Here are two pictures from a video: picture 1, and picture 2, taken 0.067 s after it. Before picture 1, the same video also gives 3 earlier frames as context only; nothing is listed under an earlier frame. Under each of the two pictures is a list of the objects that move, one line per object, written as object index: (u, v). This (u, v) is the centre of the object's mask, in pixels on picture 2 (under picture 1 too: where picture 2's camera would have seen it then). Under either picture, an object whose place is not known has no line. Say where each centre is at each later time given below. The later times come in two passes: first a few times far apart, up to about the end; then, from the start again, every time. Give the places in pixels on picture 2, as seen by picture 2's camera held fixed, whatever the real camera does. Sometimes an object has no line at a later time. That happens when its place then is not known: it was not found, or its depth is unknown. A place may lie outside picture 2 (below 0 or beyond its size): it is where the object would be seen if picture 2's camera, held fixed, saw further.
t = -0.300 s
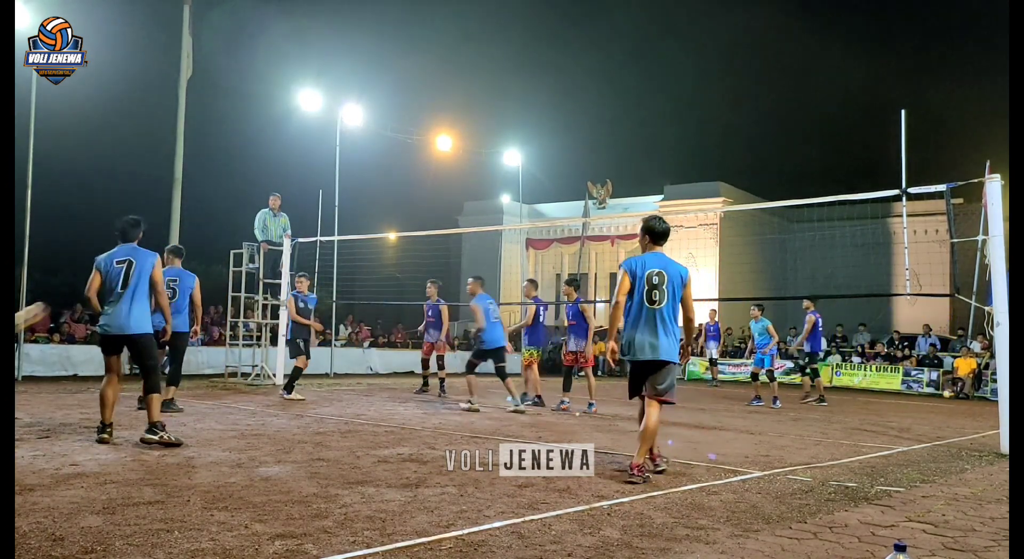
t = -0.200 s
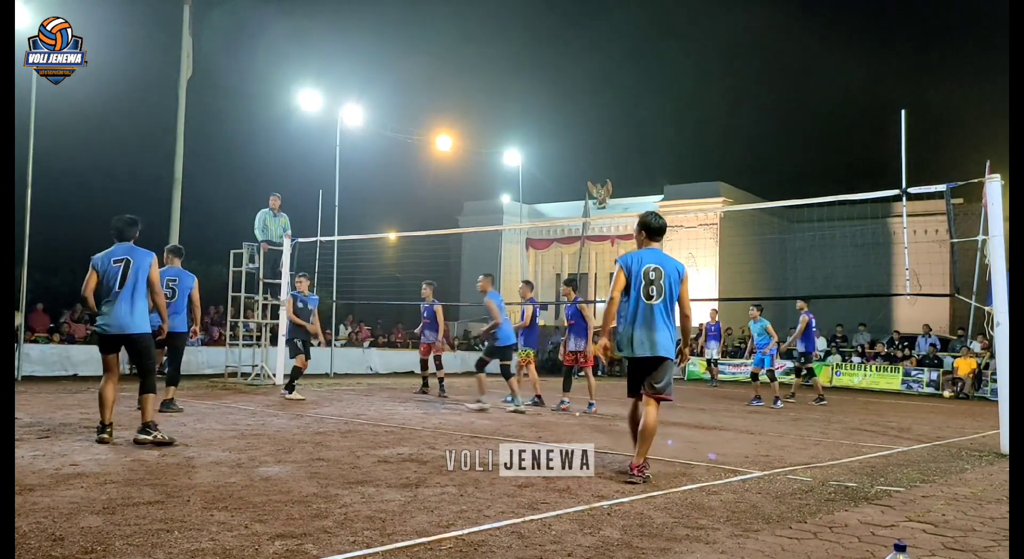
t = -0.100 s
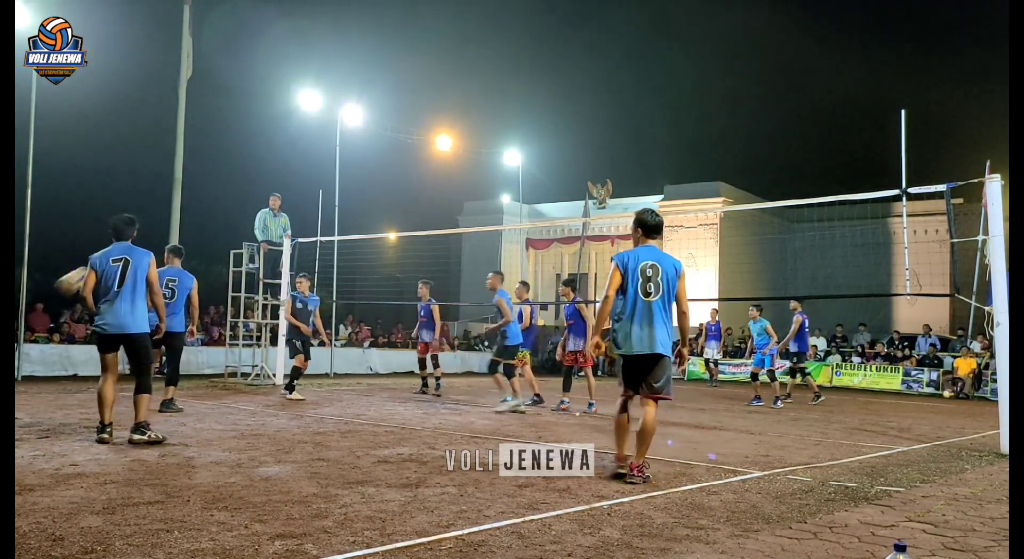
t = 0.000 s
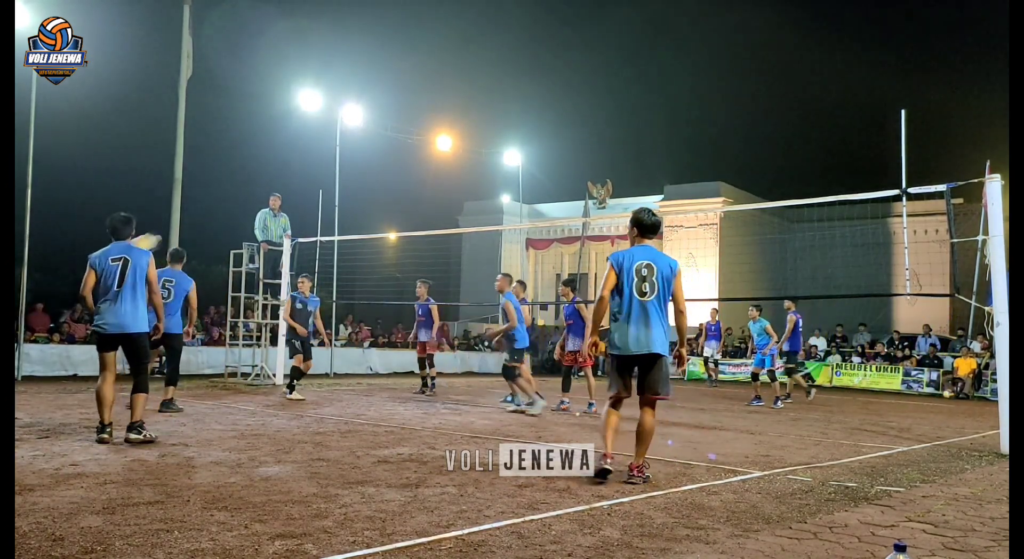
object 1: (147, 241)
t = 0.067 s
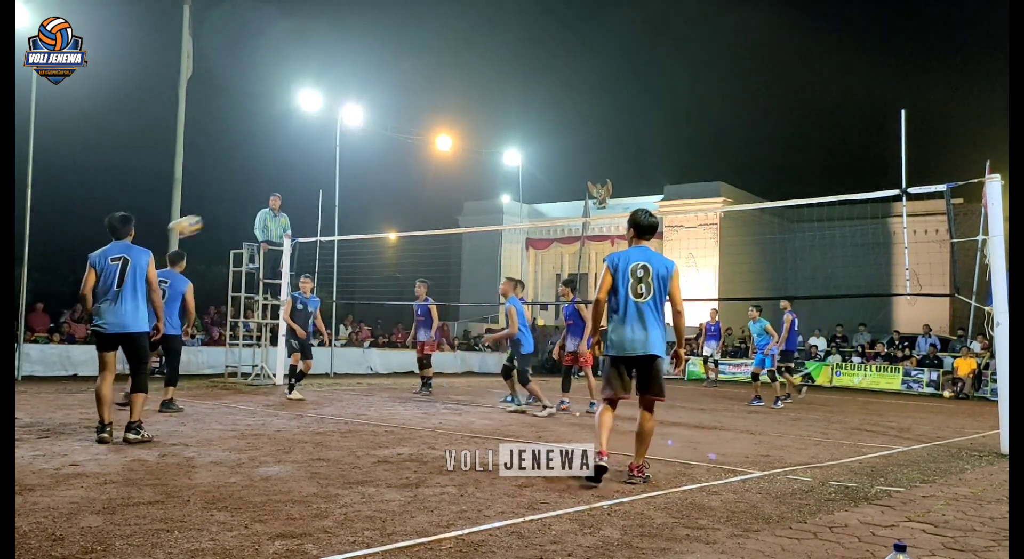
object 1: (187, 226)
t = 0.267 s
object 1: (305, 194)
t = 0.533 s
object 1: (450, 203)
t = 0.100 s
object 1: (206, 219)
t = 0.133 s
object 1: (226, 212)
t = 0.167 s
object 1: (246, 206)
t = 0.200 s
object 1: (265, 201)
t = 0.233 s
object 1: (290, 197)
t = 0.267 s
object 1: (305, 194)
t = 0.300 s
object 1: (321, 192)
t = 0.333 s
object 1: (342, 191)
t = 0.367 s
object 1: (360, 191)
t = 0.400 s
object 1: (377, 192)
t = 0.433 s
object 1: (397, 193)
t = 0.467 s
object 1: (415, 196)
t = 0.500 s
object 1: (431, 199)
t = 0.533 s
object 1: (450, 203)
